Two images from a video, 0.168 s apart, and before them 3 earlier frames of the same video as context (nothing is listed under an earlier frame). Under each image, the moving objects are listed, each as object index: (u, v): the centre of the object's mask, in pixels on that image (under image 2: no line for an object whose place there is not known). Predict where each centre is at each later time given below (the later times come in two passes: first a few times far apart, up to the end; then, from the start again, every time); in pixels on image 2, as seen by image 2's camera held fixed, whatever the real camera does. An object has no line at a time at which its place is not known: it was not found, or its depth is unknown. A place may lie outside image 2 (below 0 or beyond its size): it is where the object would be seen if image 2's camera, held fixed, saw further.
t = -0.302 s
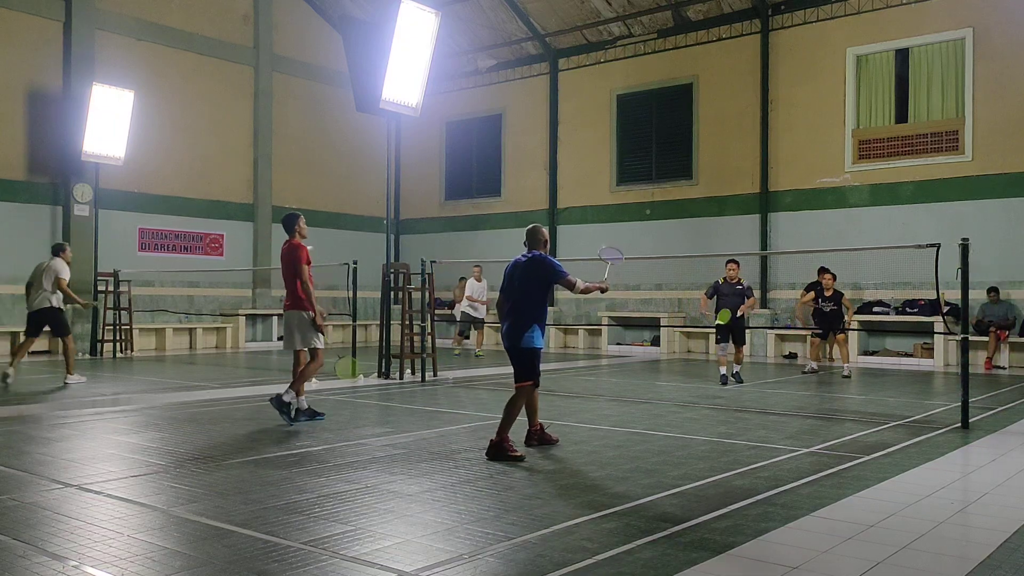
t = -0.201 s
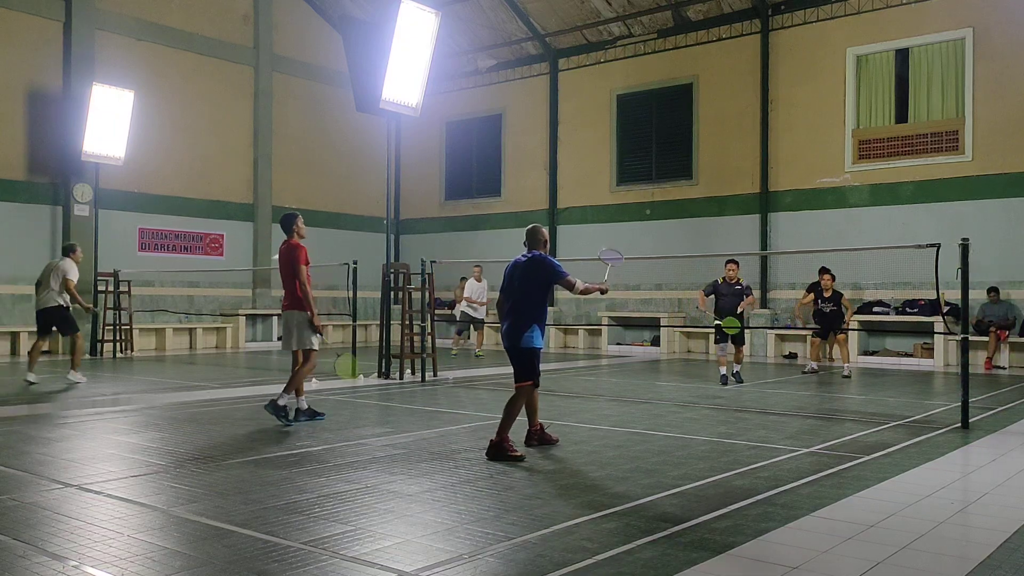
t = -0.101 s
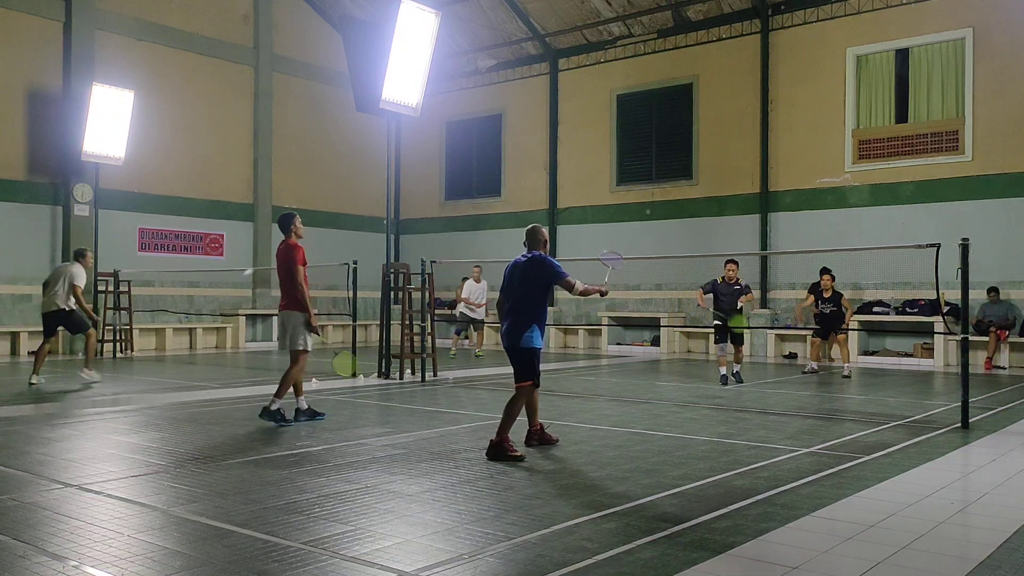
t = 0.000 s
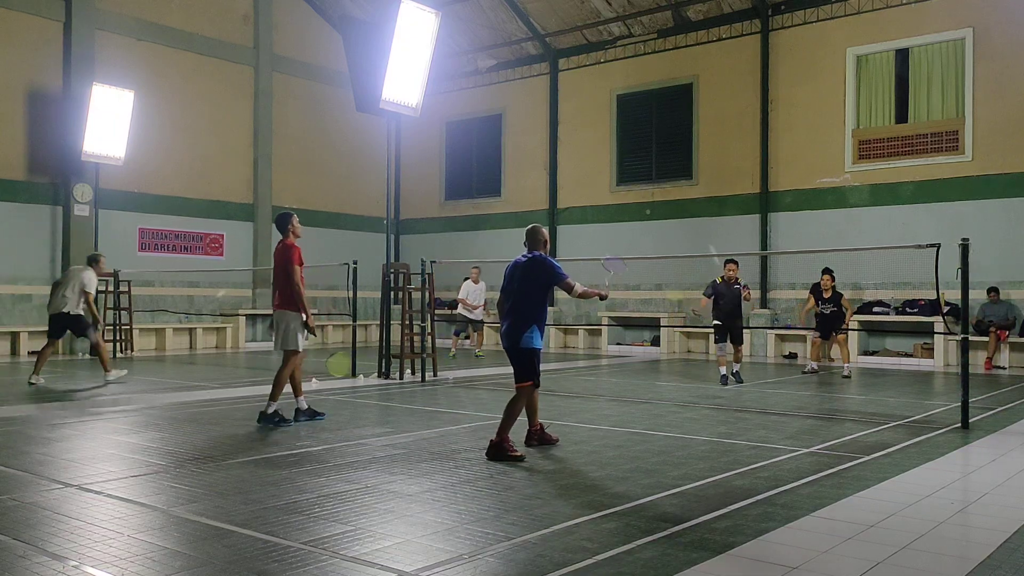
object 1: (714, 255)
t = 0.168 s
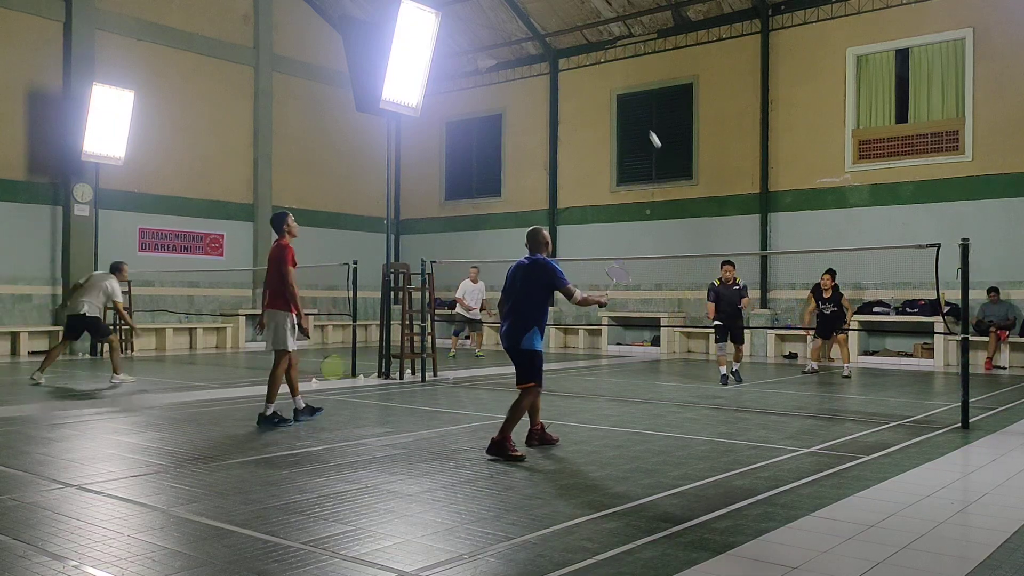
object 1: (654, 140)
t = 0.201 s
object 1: (644, 121)
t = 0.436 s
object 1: (572, 33)
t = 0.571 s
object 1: (530, 10)
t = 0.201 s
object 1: (644, 121)
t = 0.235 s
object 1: (633, 105)
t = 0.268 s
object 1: (623, 90)
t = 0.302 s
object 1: (613, 75)
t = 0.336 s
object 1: (602, 63)
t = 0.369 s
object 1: (592, 52)
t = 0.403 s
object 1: (582, 41)
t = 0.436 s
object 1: (572, 33)
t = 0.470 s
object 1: (561, 25)
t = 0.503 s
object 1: (551, 18)
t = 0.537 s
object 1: (540, 14)
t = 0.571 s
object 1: (530, 10)
